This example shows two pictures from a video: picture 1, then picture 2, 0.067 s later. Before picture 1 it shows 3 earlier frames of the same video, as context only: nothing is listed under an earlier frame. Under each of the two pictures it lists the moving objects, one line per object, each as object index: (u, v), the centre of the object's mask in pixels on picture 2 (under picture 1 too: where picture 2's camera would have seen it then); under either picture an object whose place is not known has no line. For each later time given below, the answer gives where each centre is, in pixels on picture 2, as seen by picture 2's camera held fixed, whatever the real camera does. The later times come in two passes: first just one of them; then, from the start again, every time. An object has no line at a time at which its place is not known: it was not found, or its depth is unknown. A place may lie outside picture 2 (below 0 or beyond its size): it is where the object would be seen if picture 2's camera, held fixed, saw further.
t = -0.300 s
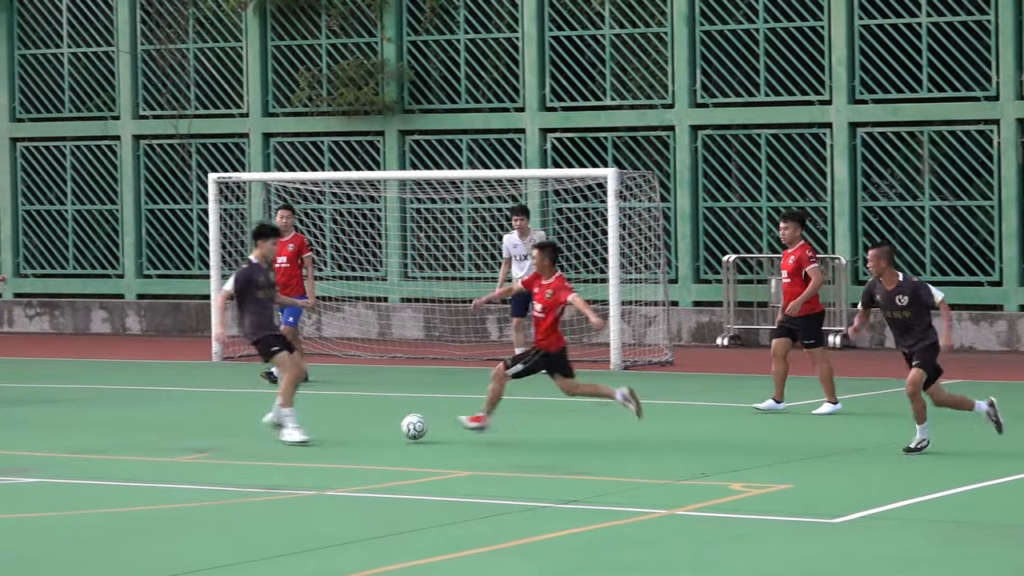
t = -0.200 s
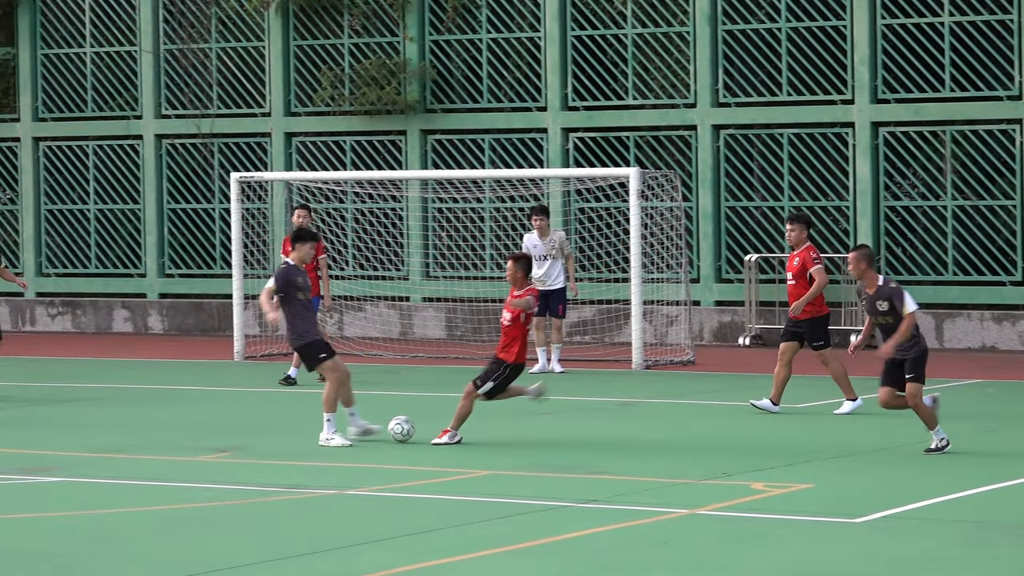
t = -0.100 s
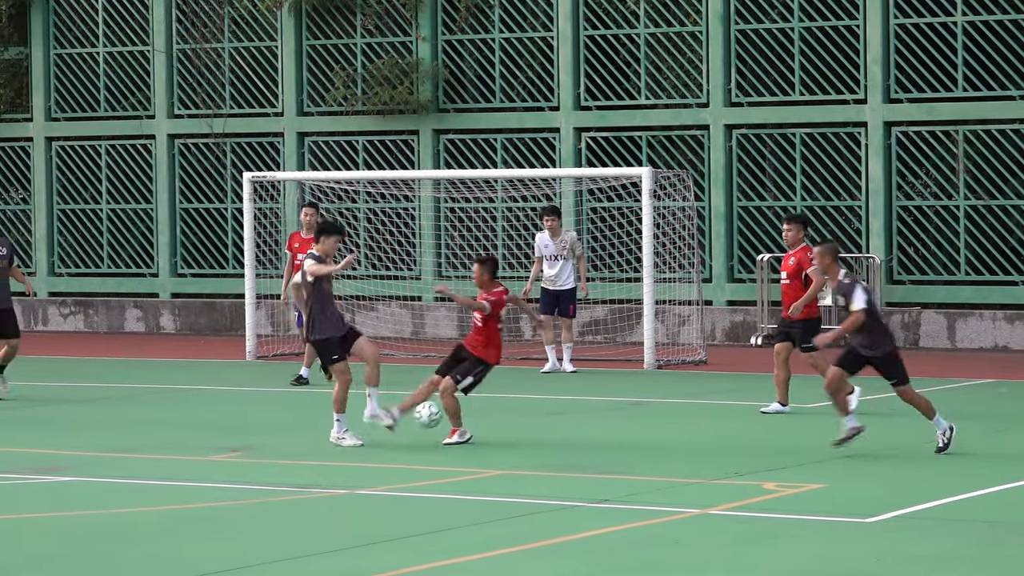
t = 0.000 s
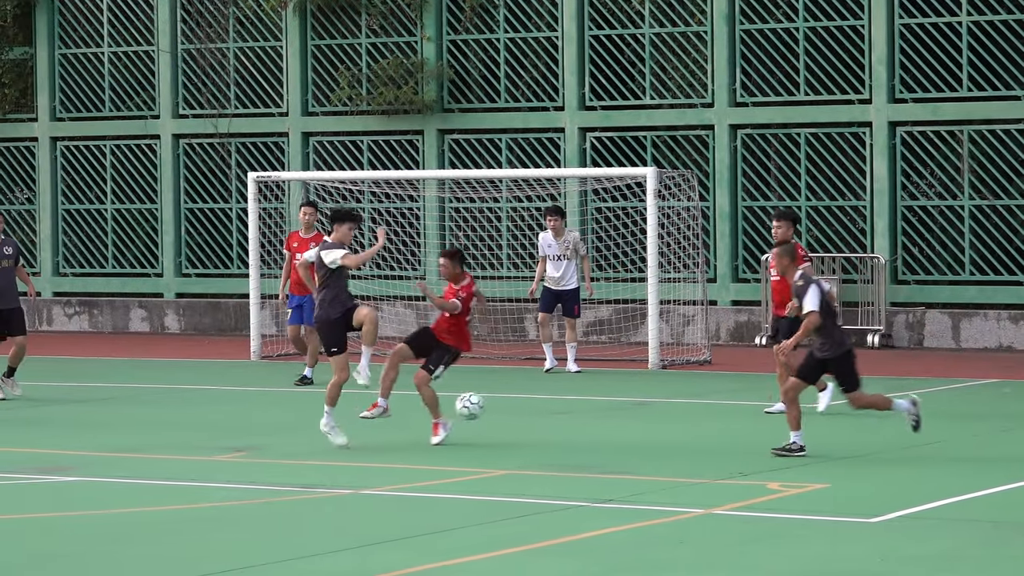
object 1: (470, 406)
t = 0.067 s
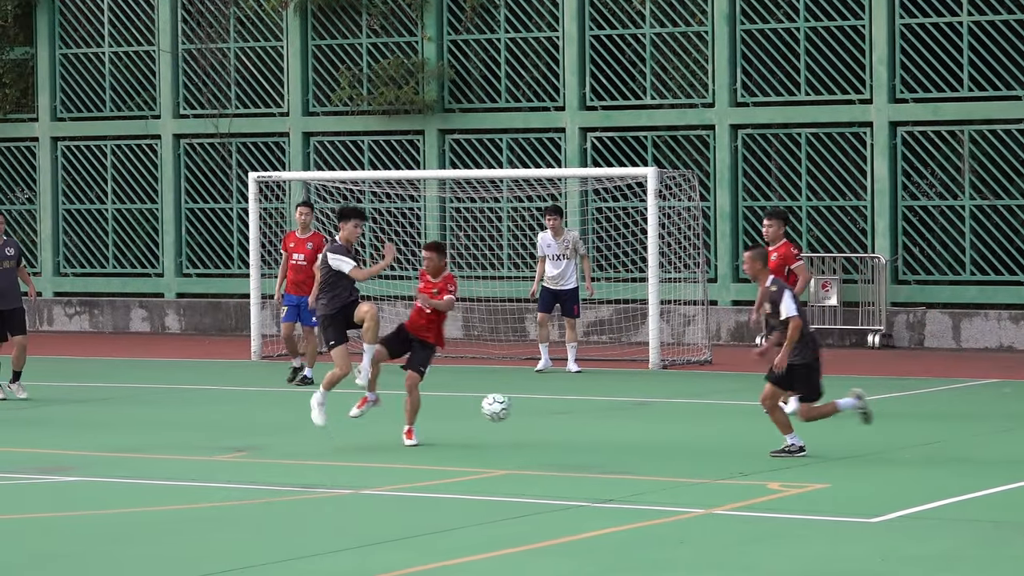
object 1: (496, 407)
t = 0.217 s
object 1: (560, 435)
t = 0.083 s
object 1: (502, 408)
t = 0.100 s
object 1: (509, 410)
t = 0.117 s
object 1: (516, 412)
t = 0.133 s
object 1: (523, 415)
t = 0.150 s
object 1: (530, 418)
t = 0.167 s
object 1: (537, 422)
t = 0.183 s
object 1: (545, 425)
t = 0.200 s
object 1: (553, 430)
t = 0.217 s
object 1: (560, 435)
